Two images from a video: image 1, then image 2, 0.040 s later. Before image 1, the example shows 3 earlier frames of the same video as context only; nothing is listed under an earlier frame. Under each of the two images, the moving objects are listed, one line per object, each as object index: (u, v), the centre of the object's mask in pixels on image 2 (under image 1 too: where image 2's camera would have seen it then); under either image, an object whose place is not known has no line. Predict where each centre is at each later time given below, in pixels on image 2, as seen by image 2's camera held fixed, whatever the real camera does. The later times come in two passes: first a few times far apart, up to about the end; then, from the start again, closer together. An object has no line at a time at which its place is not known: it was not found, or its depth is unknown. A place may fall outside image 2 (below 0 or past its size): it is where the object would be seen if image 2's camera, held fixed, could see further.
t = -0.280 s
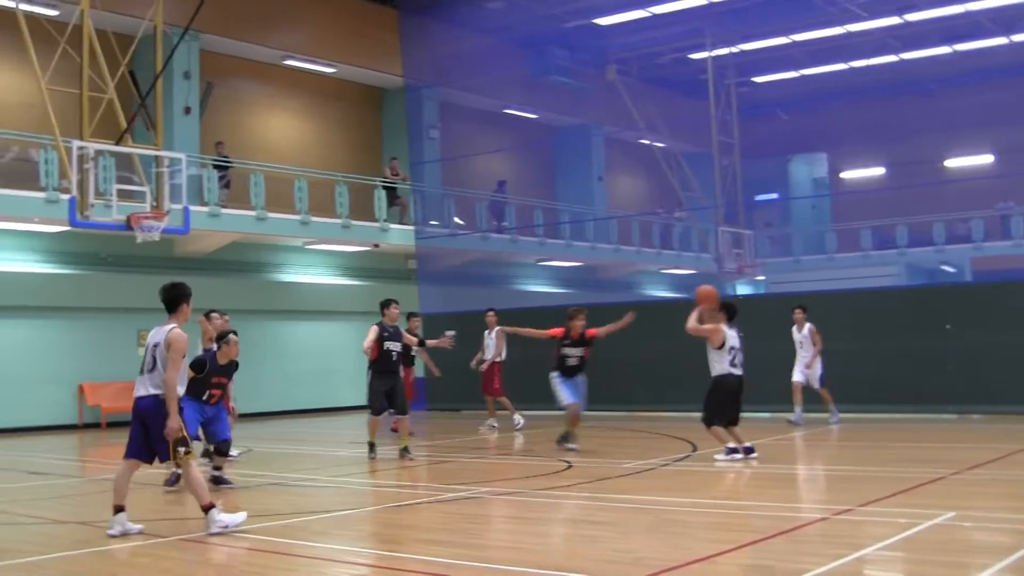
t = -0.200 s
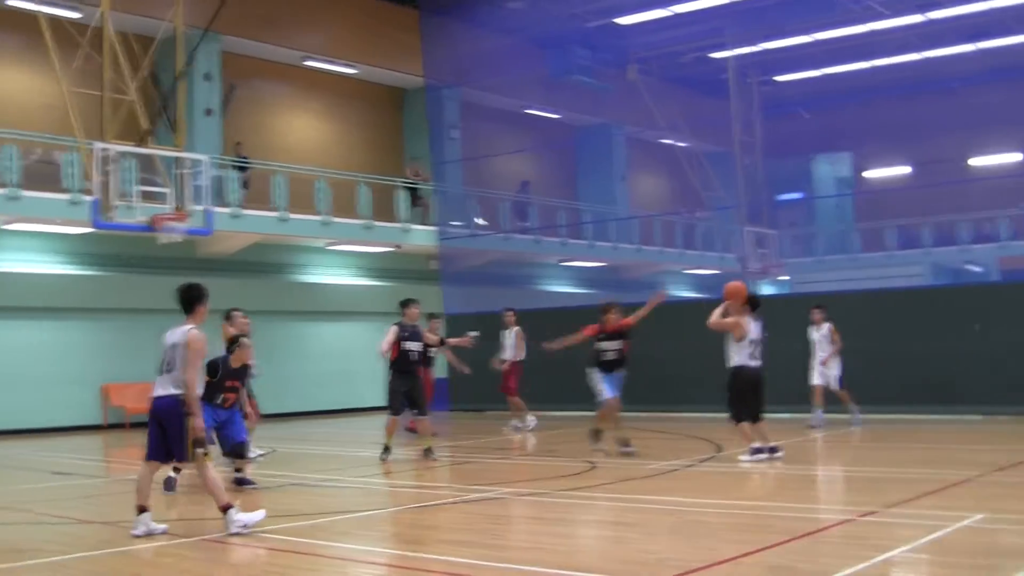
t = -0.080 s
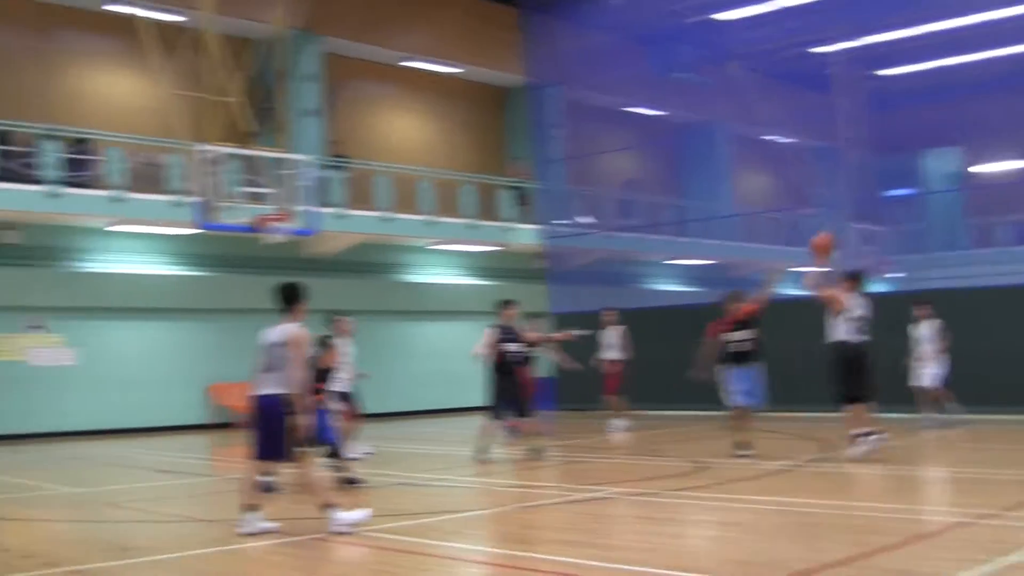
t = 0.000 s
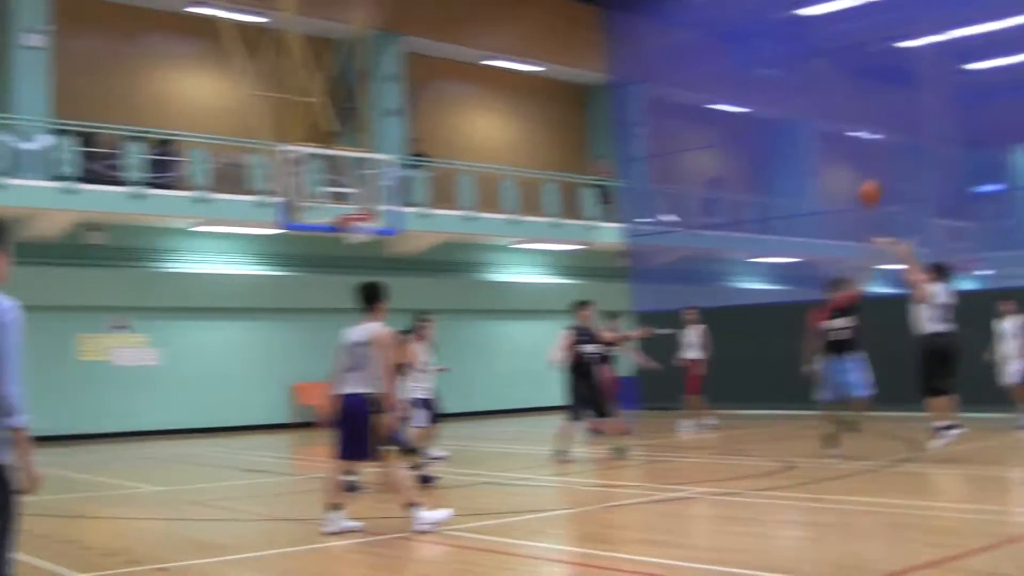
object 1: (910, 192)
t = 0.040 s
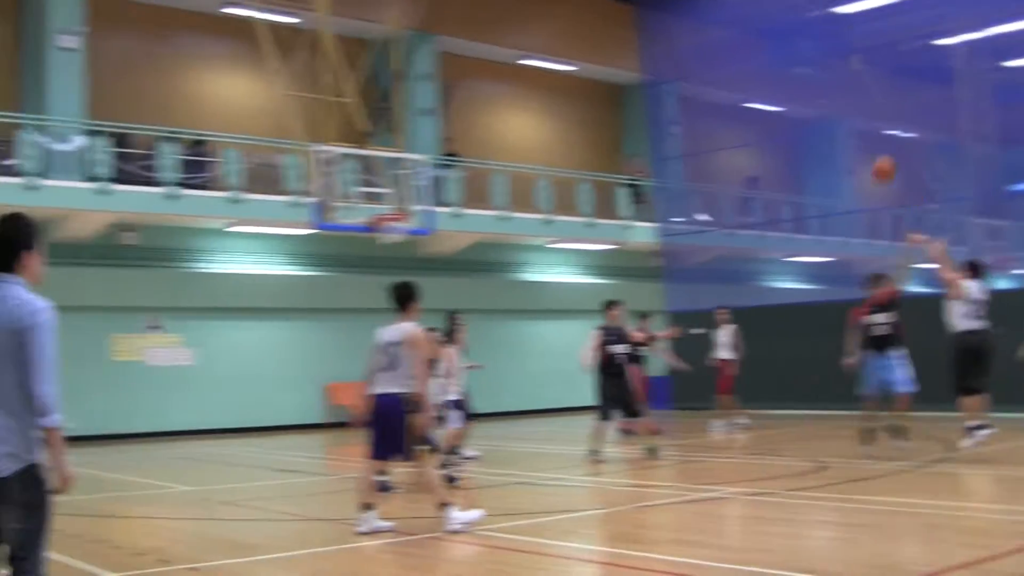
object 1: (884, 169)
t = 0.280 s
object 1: (759, 80)
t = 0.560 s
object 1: (647, 40)
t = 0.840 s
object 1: (552, 60)
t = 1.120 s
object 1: (468, 137)
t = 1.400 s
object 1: (445, 224)
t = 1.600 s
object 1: (502, 264)
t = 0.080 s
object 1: (859, 152)
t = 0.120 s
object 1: (837, 133)
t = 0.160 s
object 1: (816, 117)
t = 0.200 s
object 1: (796, 103)
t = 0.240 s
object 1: (777, 91)
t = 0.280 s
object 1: (759, 80)
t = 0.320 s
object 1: (741, 69)
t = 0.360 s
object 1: (724, 61)
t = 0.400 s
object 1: (709, 54)
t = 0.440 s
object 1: (693, 48)
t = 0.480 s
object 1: (677, 44)
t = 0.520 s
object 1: (662, 41)
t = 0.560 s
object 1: (647, 40)
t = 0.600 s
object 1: (633, 39)
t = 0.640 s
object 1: (618, 38)
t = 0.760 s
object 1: (577, 48)
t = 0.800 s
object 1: (565, 54)
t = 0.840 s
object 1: (552, 60)
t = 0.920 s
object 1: (526, 78)
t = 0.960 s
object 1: (514, 86)
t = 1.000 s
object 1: (502, 97)
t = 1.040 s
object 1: (491, 110)
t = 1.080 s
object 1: (479, 123)
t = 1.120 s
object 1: (468, 137)
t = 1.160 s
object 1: (455, 152)
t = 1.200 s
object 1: (444, 168)
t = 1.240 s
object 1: (433, 185)
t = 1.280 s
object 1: (423, 202)
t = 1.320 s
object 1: (420, 215)
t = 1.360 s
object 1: (432, 219)
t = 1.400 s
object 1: (445, 224)
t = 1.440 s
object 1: (456, 230)
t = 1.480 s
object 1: (468, 237)
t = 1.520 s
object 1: (481, 246)
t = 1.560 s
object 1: (491, 254)
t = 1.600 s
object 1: (502, 264)
